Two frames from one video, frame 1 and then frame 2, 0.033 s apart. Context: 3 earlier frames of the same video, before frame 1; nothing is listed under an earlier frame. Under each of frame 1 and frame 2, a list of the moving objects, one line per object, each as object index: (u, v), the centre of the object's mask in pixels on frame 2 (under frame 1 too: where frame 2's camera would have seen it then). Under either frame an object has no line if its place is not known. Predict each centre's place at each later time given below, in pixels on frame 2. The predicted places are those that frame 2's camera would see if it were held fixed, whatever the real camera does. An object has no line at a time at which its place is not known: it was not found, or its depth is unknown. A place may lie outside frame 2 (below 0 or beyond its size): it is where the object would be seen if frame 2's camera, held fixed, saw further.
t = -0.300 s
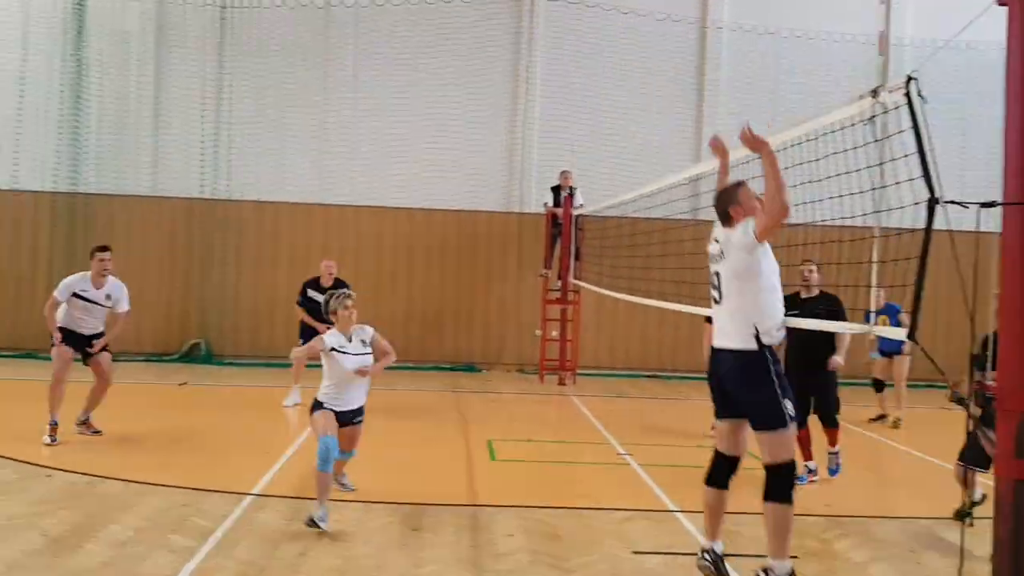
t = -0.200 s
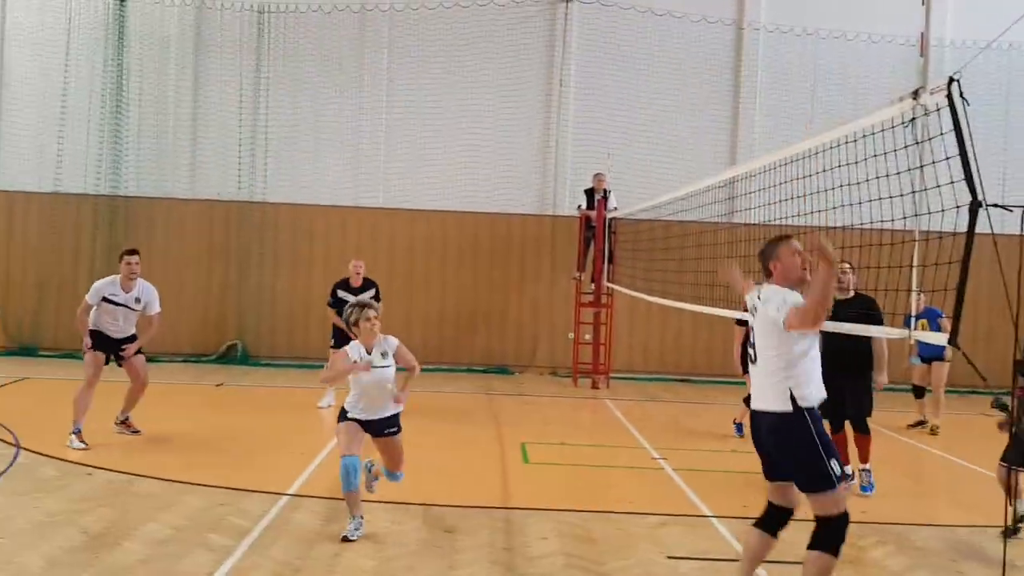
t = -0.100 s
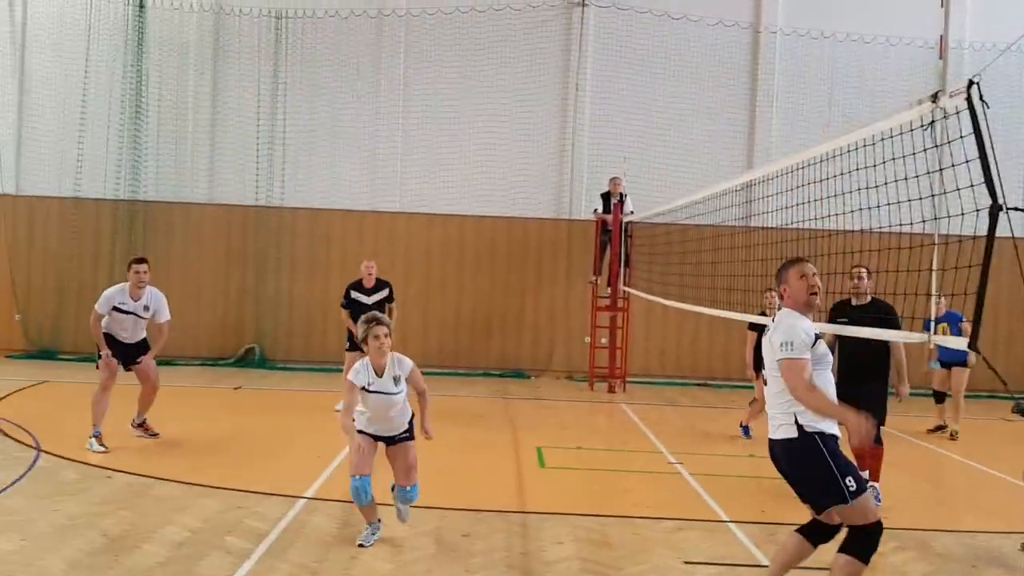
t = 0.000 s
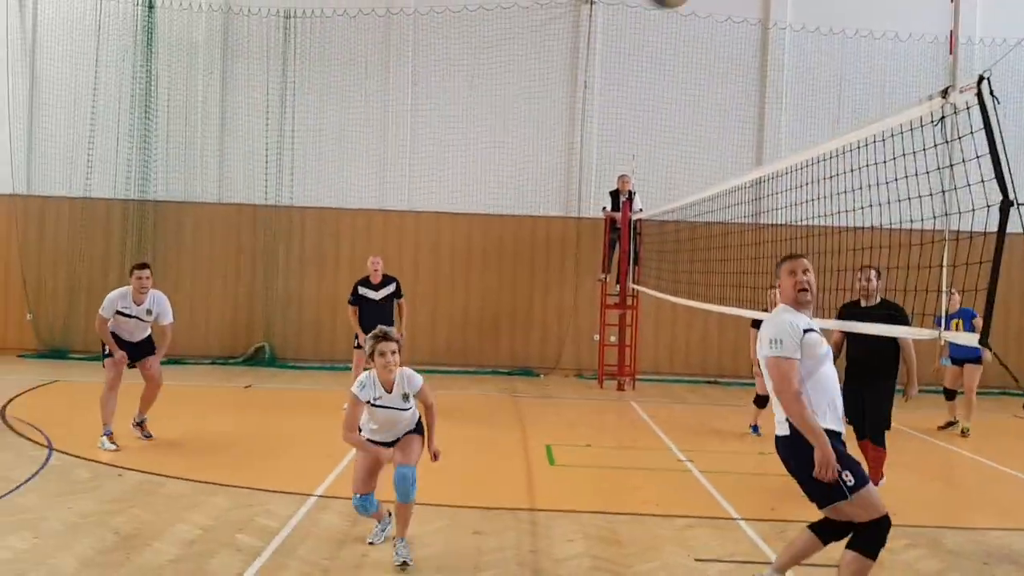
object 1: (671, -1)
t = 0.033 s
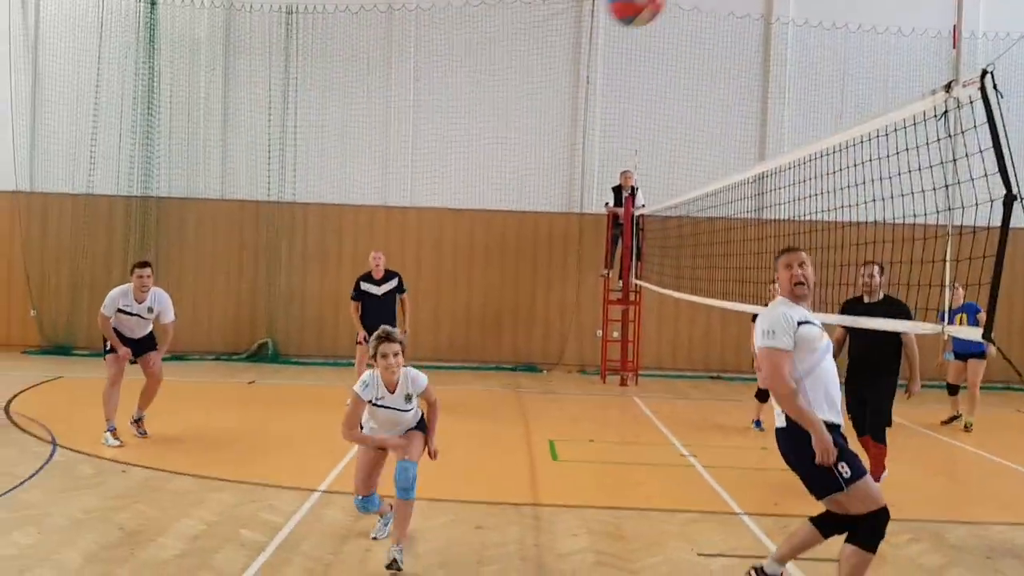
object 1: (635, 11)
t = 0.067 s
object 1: (598, 27)
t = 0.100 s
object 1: (562, 50)
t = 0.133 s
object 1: (527, 80)
